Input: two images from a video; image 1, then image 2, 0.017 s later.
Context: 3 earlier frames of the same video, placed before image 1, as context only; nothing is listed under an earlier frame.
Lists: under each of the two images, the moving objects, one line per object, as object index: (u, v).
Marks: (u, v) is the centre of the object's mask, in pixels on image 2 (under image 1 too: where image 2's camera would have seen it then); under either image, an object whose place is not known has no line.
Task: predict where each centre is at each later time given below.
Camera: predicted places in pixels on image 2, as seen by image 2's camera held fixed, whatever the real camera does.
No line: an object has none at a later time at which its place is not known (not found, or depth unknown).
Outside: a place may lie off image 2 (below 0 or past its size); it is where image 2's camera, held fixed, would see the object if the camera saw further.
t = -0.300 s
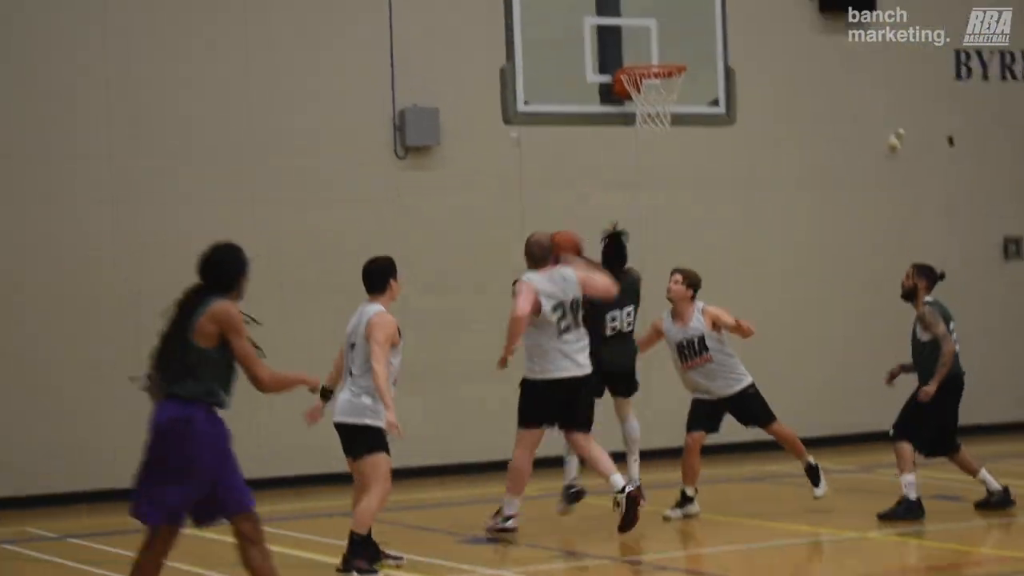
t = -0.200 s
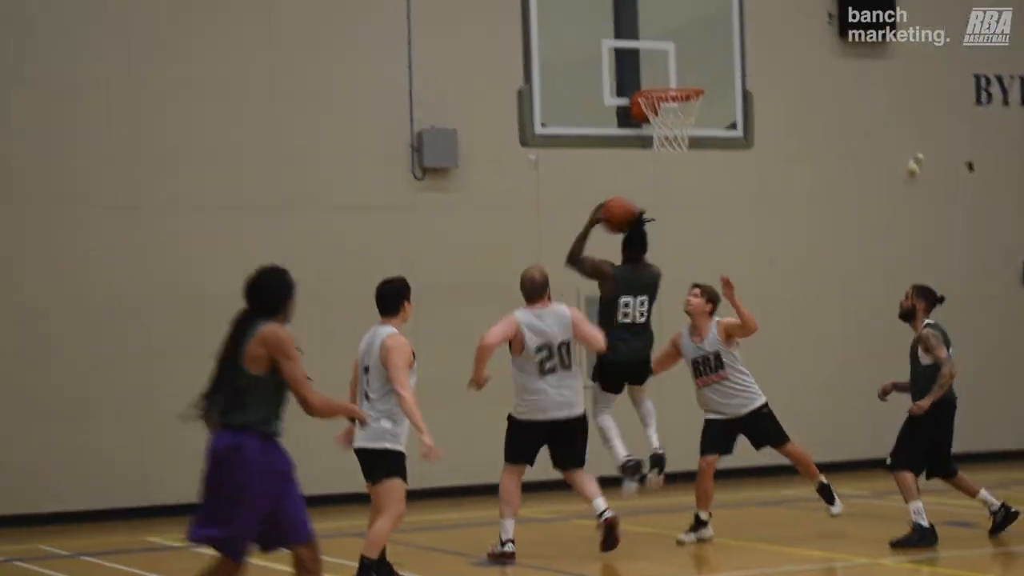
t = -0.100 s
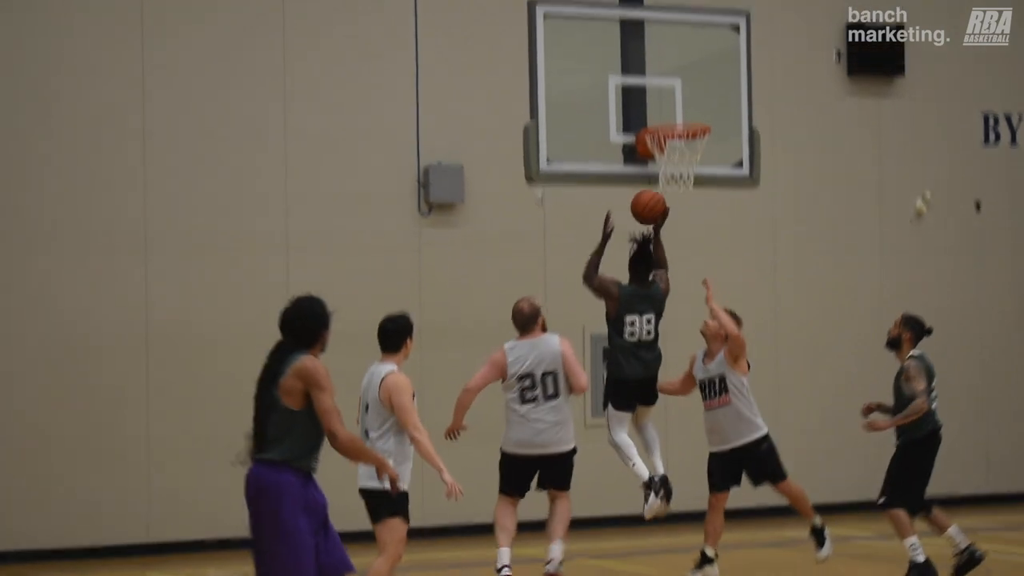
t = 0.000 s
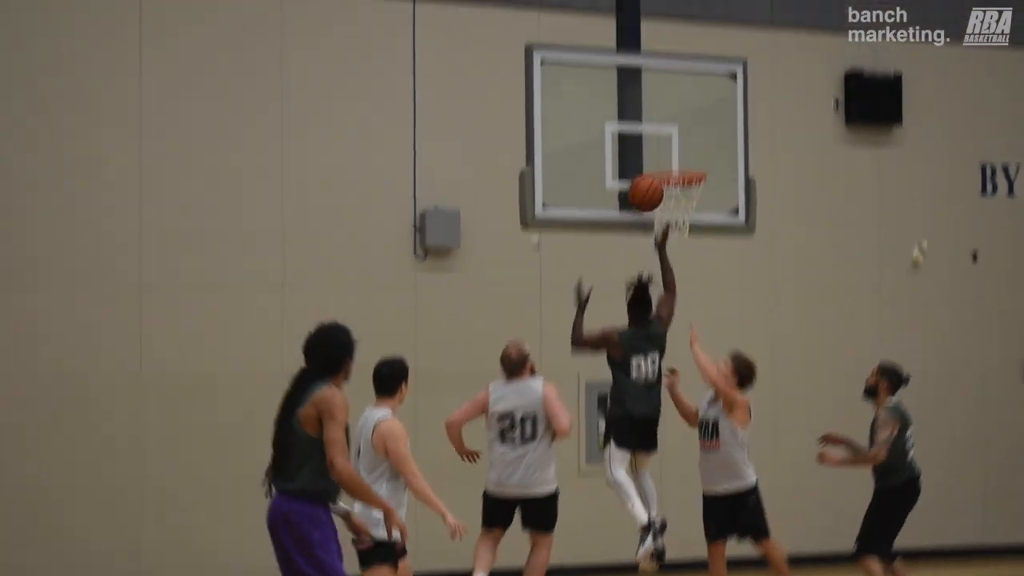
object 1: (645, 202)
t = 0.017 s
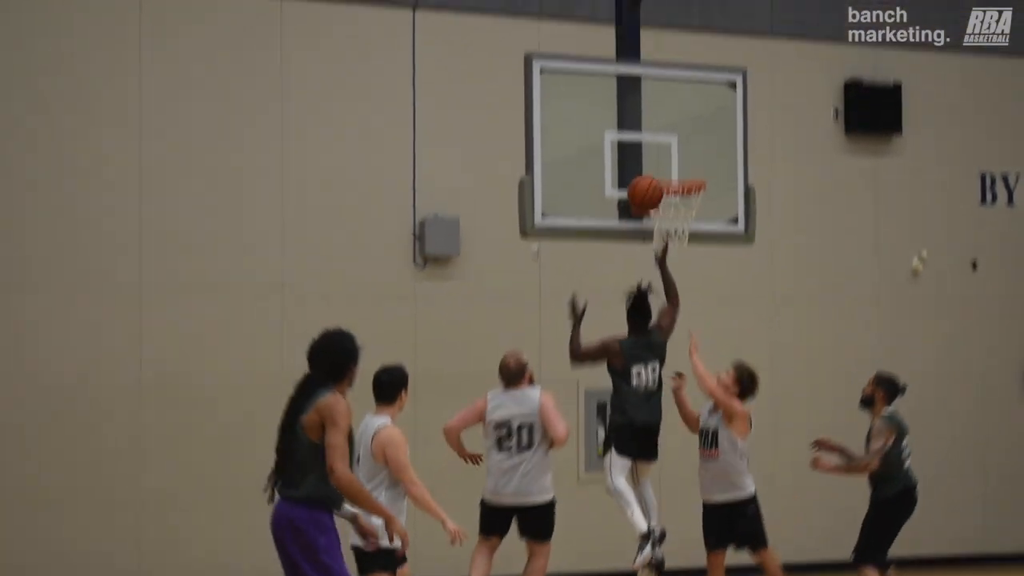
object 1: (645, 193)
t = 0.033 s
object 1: (645, 184)
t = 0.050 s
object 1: (645, 175)
